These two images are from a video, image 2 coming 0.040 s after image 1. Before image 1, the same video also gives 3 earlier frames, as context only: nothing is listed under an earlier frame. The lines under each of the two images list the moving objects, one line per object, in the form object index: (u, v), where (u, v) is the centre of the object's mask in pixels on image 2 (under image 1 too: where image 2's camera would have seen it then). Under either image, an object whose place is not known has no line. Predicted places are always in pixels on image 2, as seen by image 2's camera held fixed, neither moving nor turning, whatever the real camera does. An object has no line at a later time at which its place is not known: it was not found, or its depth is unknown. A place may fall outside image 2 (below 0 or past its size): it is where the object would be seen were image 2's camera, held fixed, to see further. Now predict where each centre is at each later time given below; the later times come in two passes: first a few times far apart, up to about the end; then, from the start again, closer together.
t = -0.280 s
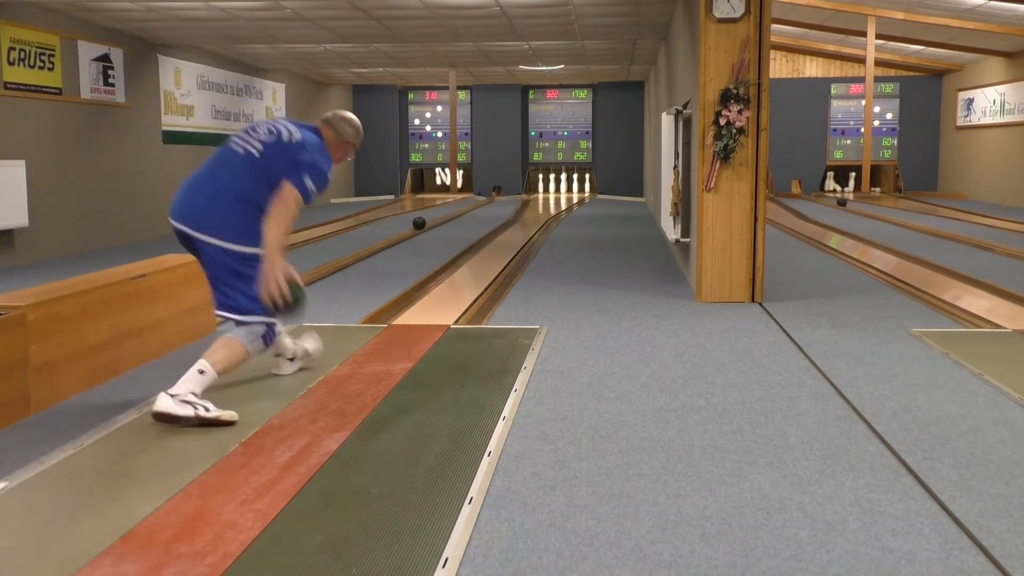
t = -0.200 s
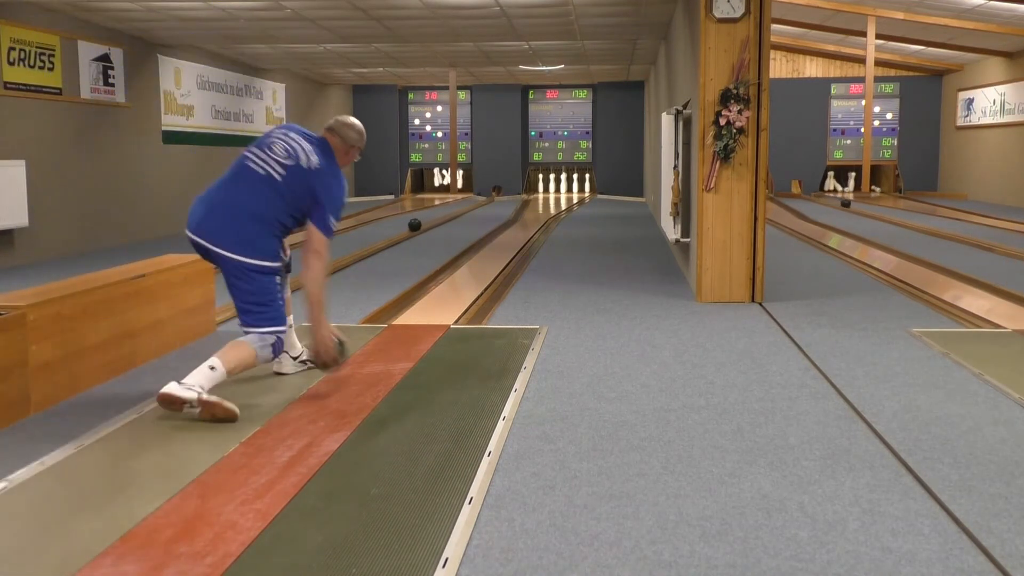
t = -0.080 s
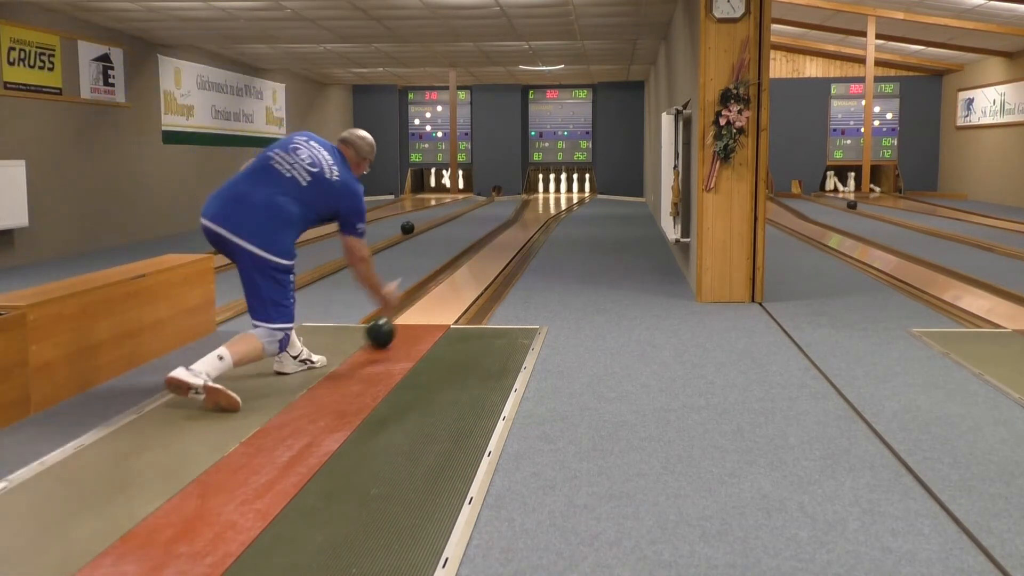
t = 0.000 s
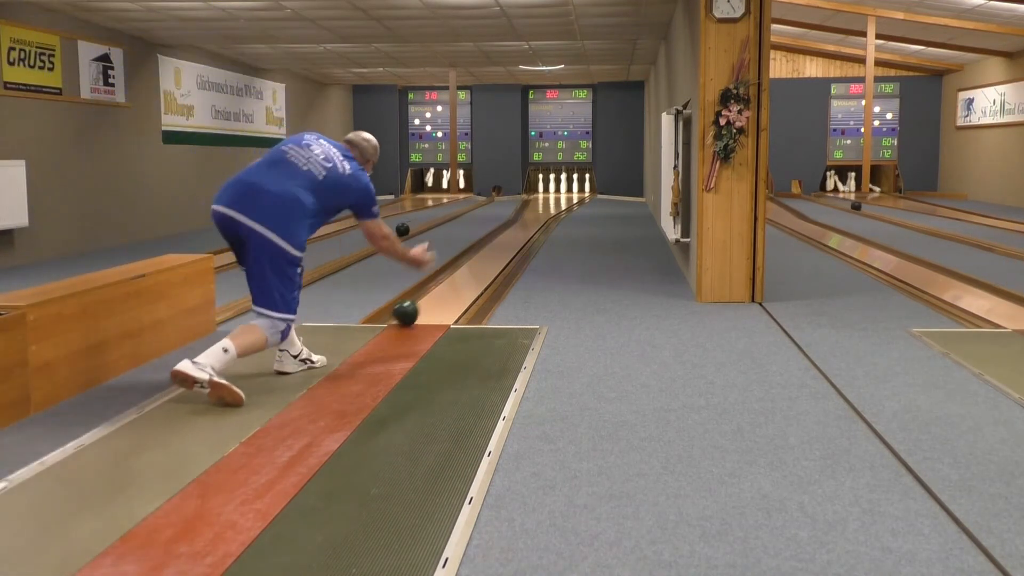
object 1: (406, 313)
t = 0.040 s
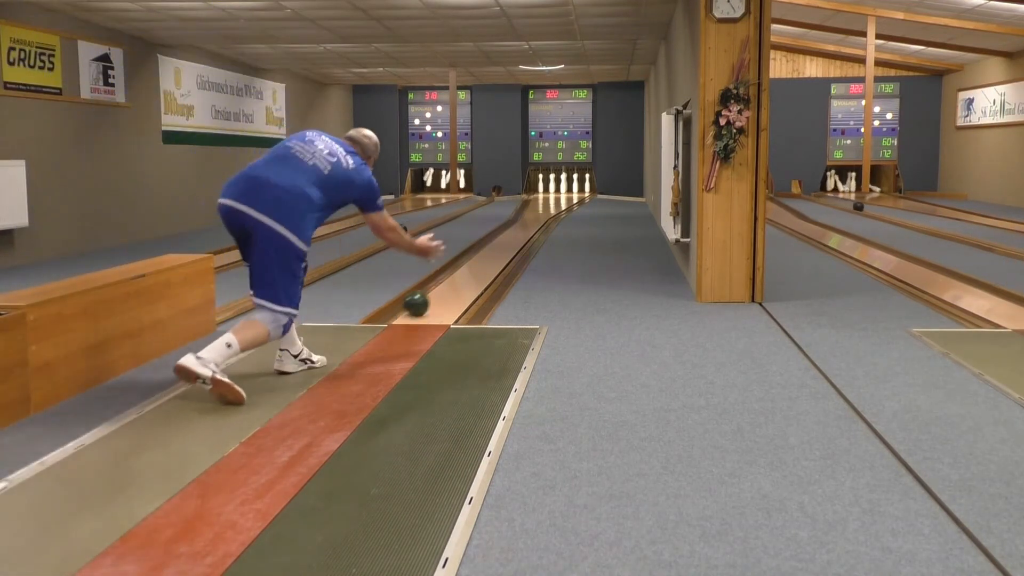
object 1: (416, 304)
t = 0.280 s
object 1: (463, 267)
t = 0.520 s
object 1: (493, 244)
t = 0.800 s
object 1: (517, 227)
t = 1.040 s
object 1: (531, 217)
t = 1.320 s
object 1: (543, 207)
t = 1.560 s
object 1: (551, 202)
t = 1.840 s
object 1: (558, 197)
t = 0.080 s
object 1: (426, 297)
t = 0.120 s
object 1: (435, 289)
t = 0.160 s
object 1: (443, 284)
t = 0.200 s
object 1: (450, 278)
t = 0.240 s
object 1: (457, 273)
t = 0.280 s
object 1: (463, 267)
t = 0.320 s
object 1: (469, 263)
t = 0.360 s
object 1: (474, 259)
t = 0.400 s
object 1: (479, 255)
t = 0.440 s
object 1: (484, 251)
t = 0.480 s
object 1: (489, 247)
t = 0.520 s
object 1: (493, 244)
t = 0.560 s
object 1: (497, 241)
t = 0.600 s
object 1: (500, 238)
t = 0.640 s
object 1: (504, 236)
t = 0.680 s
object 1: (508, 233)
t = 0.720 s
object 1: (511, 231)
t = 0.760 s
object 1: (514, 229)
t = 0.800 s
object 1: (517, 227)
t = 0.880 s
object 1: (522, 223)
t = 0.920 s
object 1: (524, 221)
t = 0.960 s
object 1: (526, 219)
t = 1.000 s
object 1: (528, 218)
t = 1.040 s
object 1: (531, 217)
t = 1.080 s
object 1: (533, 215)
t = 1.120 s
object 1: (535, 214)
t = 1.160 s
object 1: (536, 212)
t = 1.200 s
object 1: (538, 211)
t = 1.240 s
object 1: (540, 210)
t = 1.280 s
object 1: (542, 208)
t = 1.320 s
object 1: (543, 207)
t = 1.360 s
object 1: (545, 207)
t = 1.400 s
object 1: (546, 206)
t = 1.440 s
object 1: (547, 205)
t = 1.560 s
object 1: (551, 202)
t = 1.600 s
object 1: (552, 201)
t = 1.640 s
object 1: (554, 200)
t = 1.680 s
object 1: (554, 199)
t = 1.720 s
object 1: (555, 199)
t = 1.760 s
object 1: (556, 198)
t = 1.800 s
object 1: (557, 197)
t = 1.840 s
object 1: (558, 197)
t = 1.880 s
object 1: (559, 196)
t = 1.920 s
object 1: (560, 195)
